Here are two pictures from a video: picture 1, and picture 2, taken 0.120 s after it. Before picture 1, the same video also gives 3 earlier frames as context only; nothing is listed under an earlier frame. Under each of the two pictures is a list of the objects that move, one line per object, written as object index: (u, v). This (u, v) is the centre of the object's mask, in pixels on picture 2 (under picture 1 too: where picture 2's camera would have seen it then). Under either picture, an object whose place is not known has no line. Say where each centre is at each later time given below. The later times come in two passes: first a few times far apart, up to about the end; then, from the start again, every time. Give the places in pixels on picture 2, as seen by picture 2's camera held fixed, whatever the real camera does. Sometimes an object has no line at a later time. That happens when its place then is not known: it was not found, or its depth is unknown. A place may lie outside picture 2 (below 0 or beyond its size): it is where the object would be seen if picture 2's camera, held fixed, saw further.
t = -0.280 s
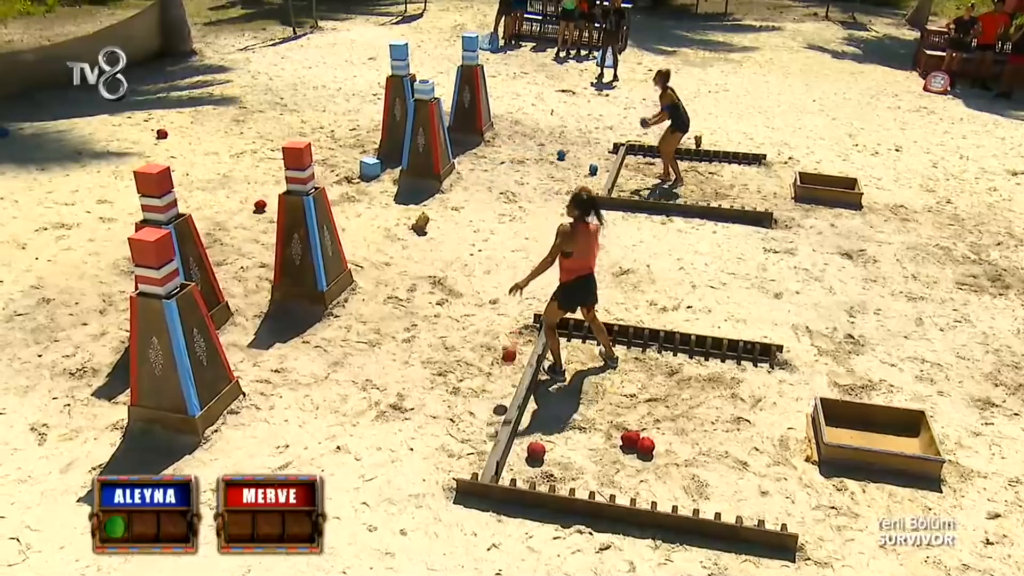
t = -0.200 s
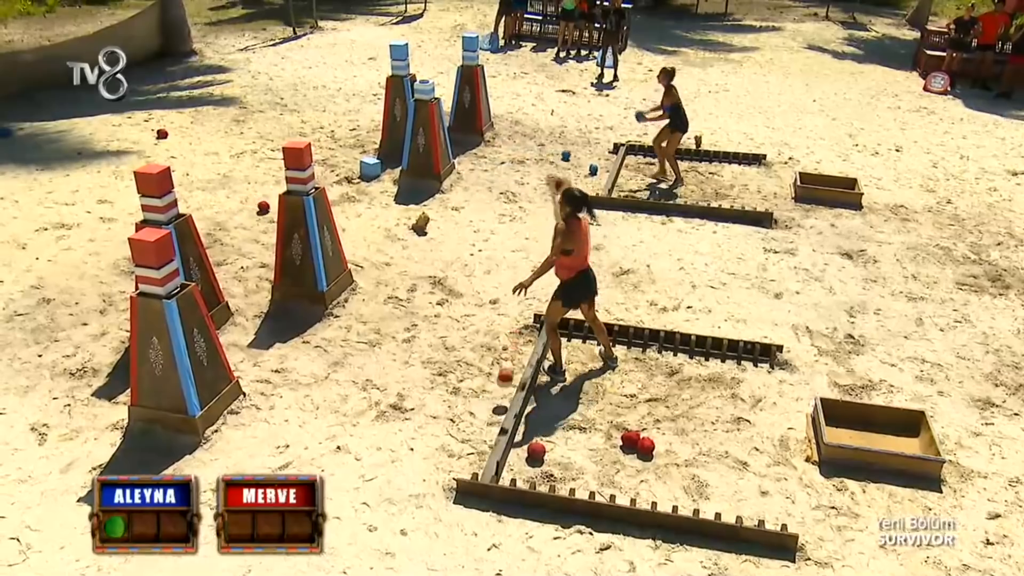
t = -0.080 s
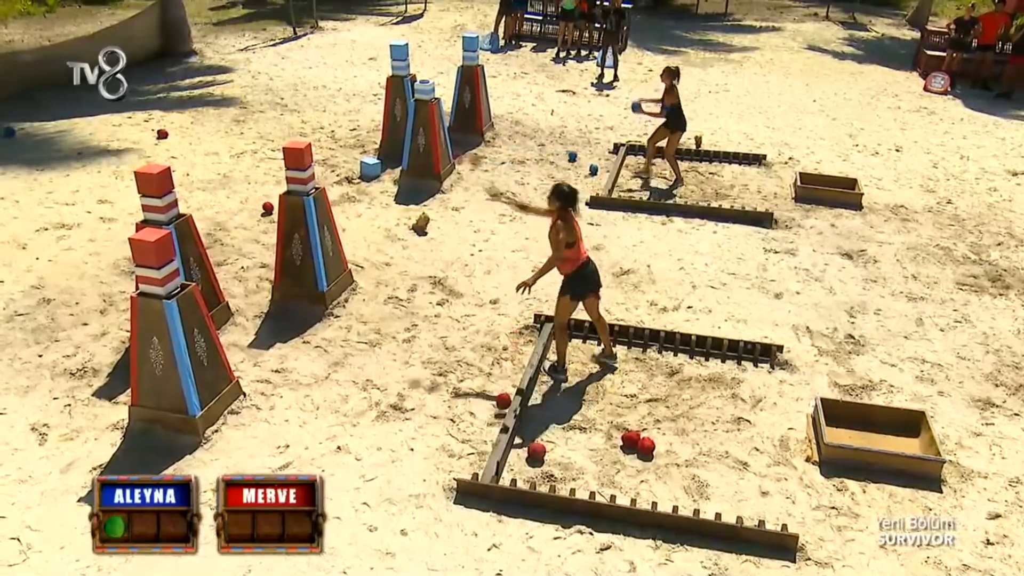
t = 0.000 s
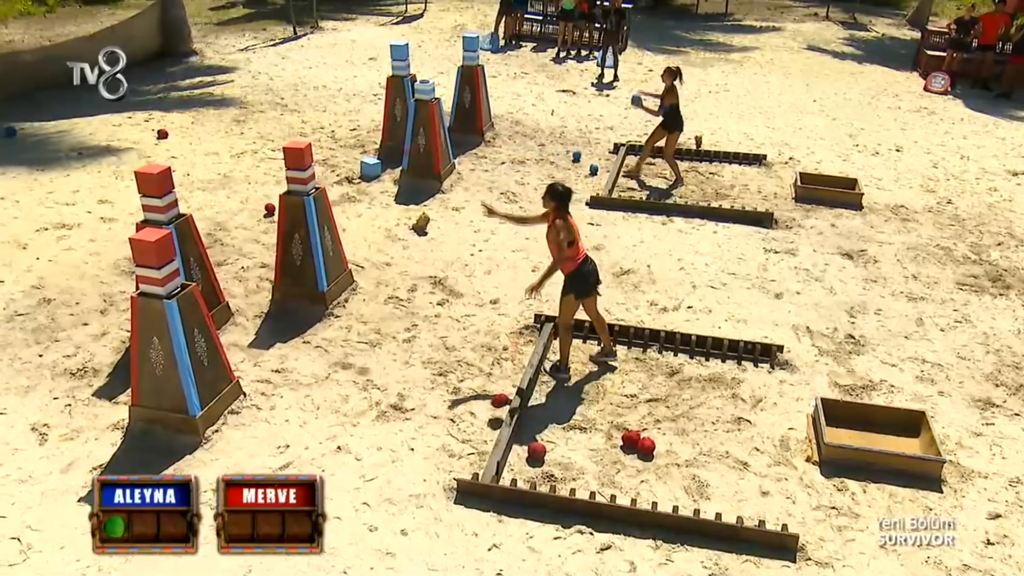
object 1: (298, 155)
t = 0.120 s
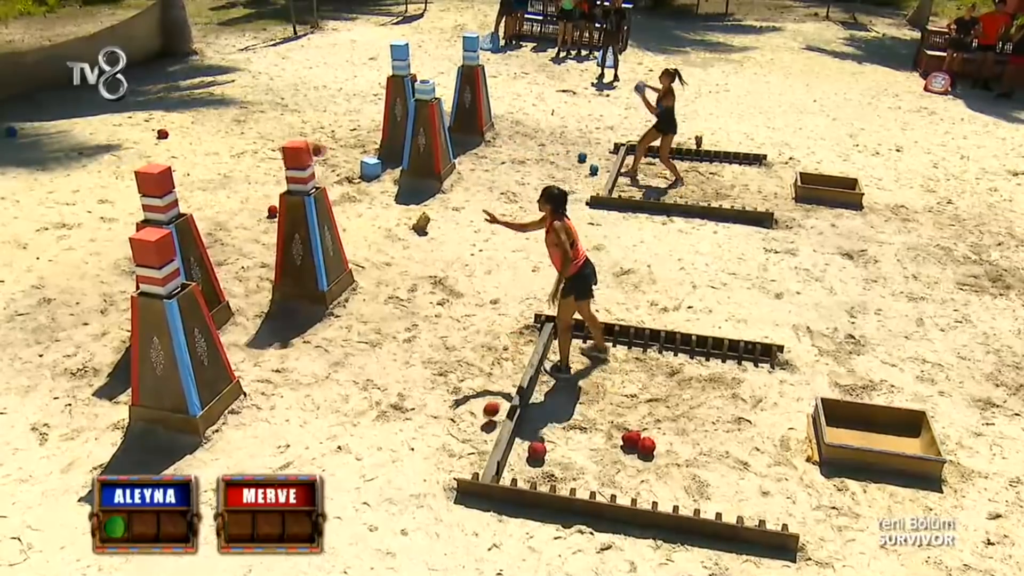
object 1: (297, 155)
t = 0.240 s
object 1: (284, 152)
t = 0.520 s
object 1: (260, 186)
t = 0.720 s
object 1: (250, 252)
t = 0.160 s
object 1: (293, 154)
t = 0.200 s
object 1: (289, 153)
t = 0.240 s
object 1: (284, 152)
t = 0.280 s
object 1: (281, 152)
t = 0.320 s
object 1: (276, 154)
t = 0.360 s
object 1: (272, 157)
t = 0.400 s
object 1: (268, 162)
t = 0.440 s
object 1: (265, 168)
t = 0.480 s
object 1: (262, 176)
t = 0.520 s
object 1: (260, 186)
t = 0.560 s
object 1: (257, 196)
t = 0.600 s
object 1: (255, 209)
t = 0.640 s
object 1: (253, 222)
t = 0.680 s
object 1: (251, 236)
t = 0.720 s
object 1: (250, 252)
